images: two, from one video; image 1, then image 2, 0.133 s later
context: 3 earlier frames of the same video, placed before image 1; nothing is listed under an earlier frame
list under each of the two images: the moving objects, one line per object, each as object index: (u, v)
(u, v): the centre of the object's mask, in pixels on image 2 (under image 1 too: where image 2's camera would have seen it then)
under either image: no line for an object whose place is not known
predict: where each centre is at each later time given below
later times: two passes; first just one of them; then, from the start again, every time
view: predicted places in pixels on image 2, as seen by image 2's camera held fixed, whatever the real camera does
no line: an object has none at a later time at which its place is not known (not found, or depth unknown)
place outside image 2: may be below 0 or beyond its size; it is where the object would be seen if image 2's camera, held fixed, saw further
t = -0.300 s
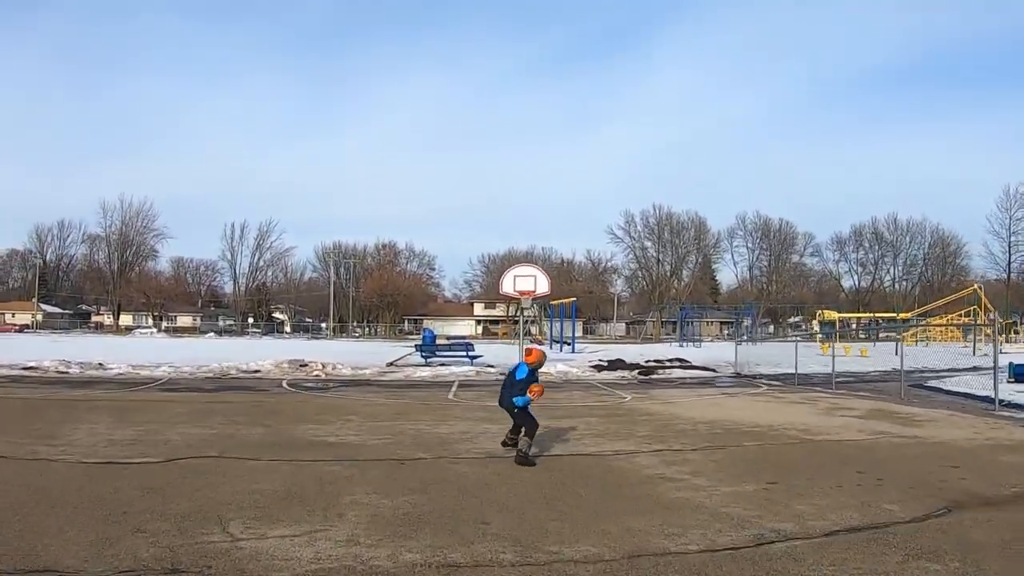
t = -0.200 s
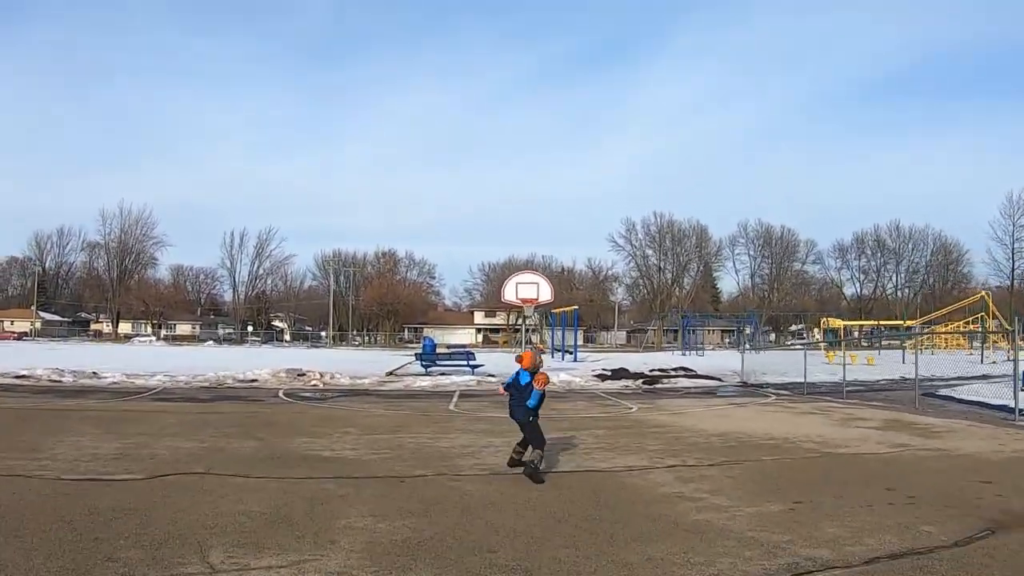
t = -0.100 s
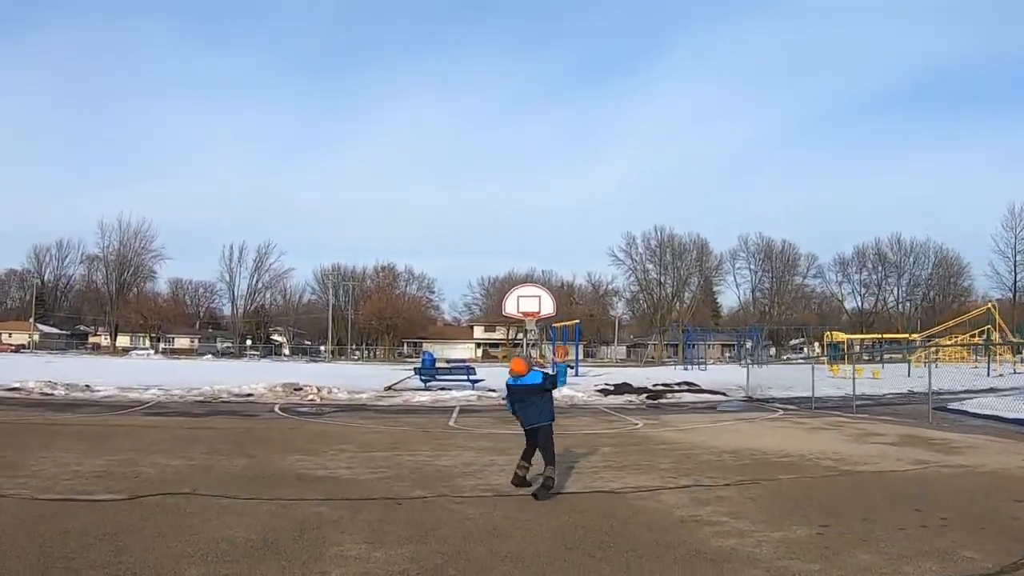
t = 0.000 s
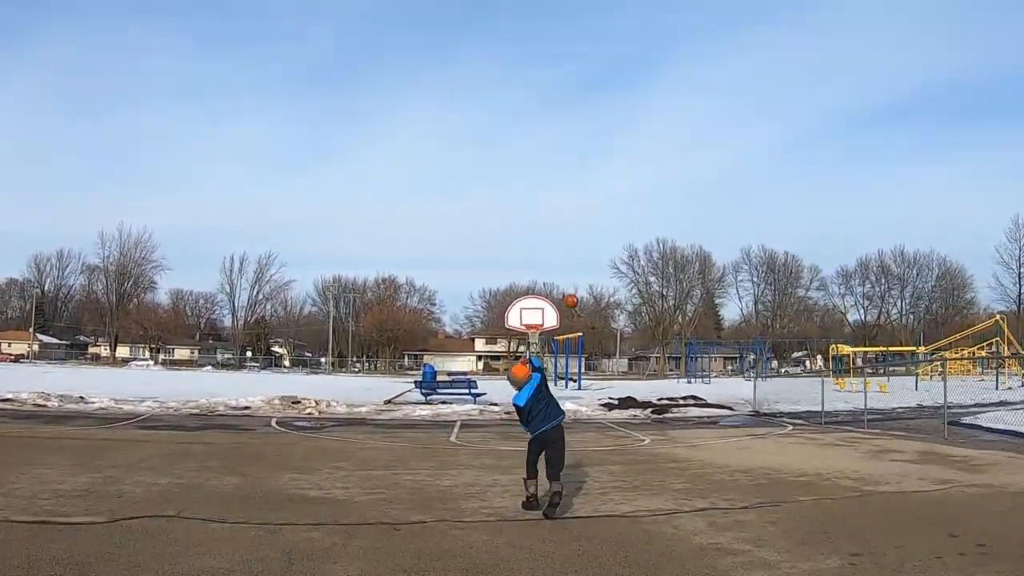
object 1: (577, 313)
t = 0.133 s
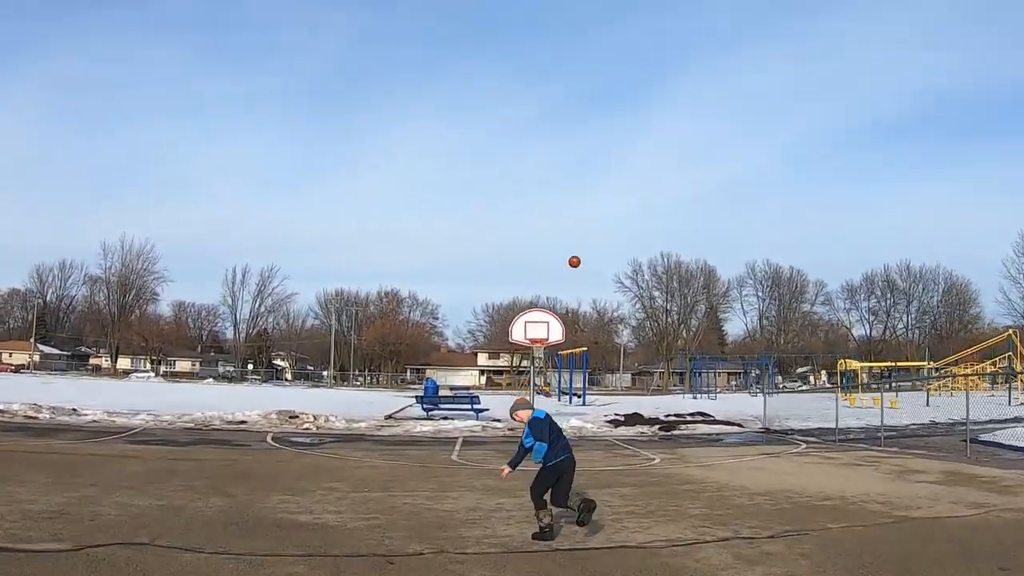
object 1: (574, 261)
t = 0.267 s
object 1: (570, 237)
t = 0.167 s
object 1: (573, 253)
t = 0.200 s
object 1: (572, 246)
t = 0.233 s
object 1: (571, 240)
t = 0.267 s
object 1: (570, 237)
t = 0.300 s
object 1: (569, 235)
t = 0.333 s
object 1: (568, 233)
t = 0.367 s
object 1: (566, 232)
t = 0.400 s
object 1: (565, 232)
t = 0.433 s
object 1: (563, 233)
